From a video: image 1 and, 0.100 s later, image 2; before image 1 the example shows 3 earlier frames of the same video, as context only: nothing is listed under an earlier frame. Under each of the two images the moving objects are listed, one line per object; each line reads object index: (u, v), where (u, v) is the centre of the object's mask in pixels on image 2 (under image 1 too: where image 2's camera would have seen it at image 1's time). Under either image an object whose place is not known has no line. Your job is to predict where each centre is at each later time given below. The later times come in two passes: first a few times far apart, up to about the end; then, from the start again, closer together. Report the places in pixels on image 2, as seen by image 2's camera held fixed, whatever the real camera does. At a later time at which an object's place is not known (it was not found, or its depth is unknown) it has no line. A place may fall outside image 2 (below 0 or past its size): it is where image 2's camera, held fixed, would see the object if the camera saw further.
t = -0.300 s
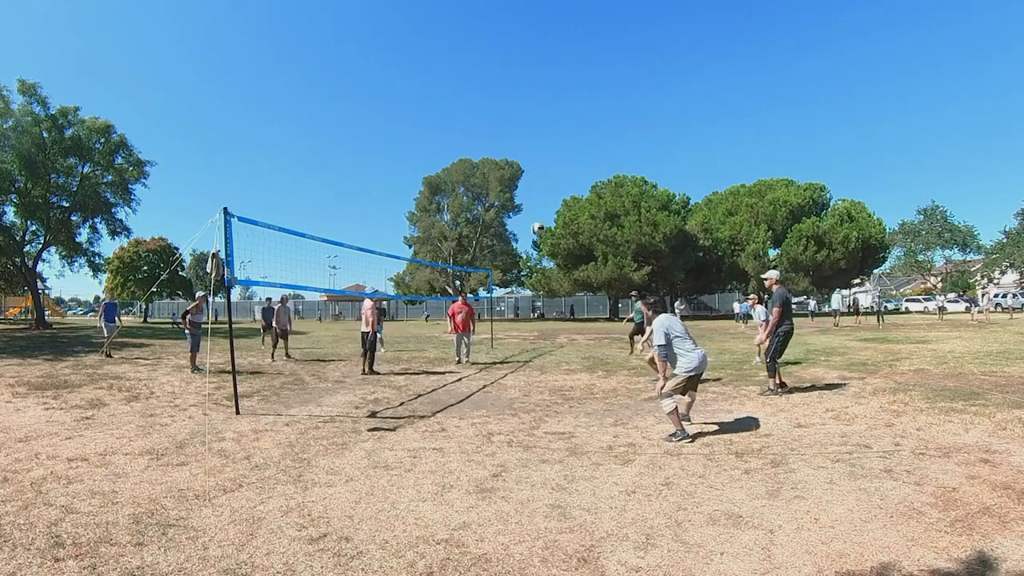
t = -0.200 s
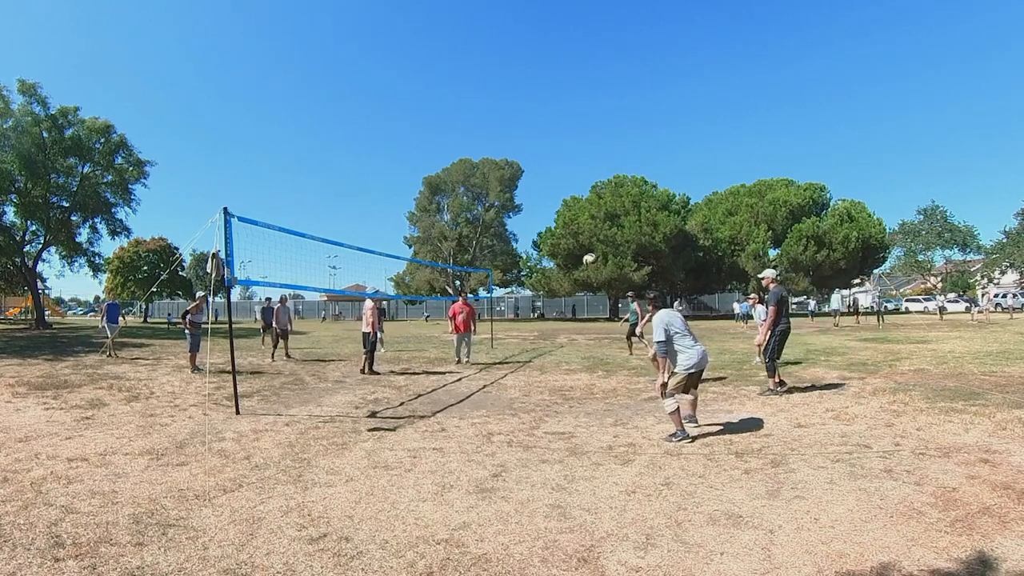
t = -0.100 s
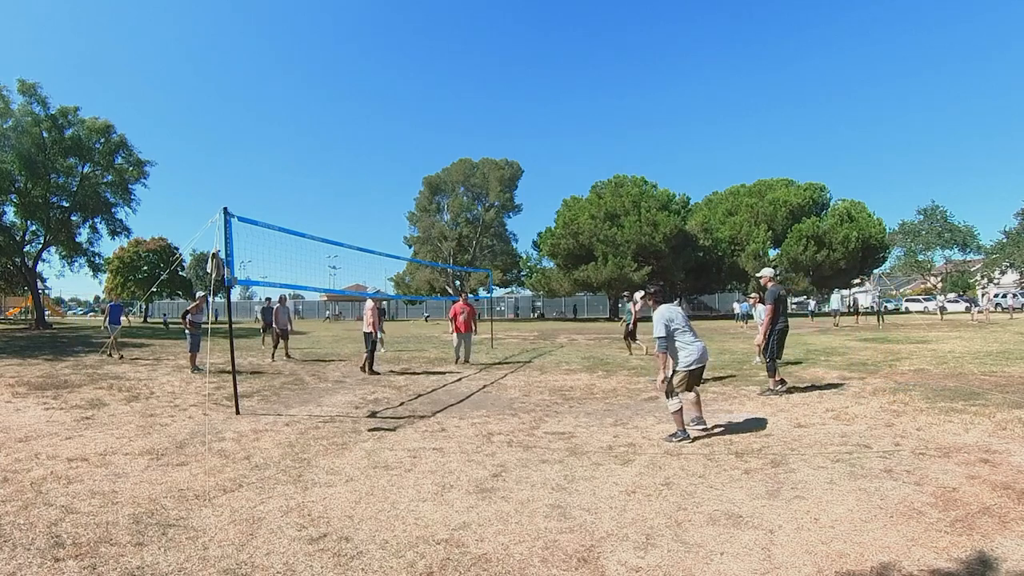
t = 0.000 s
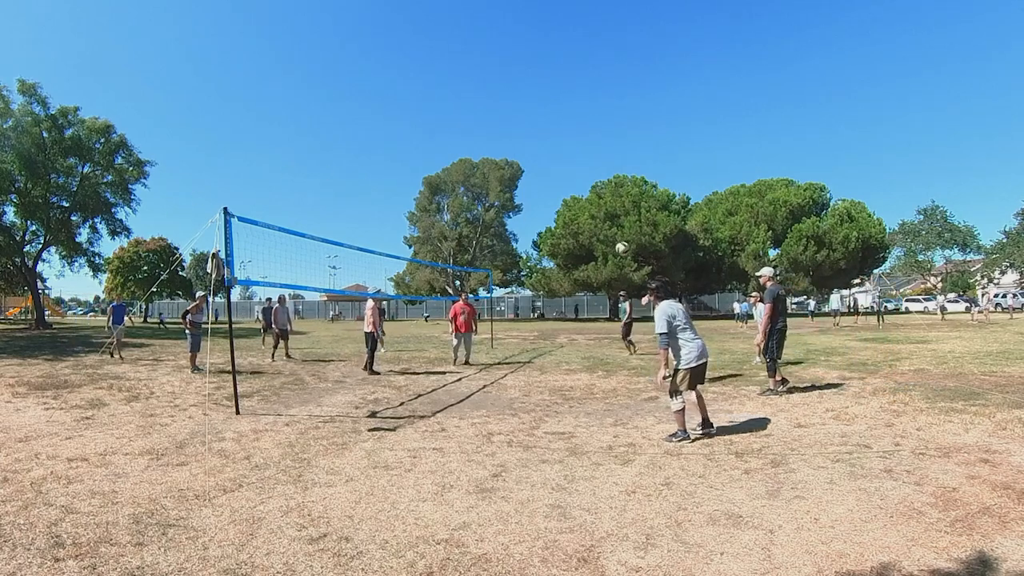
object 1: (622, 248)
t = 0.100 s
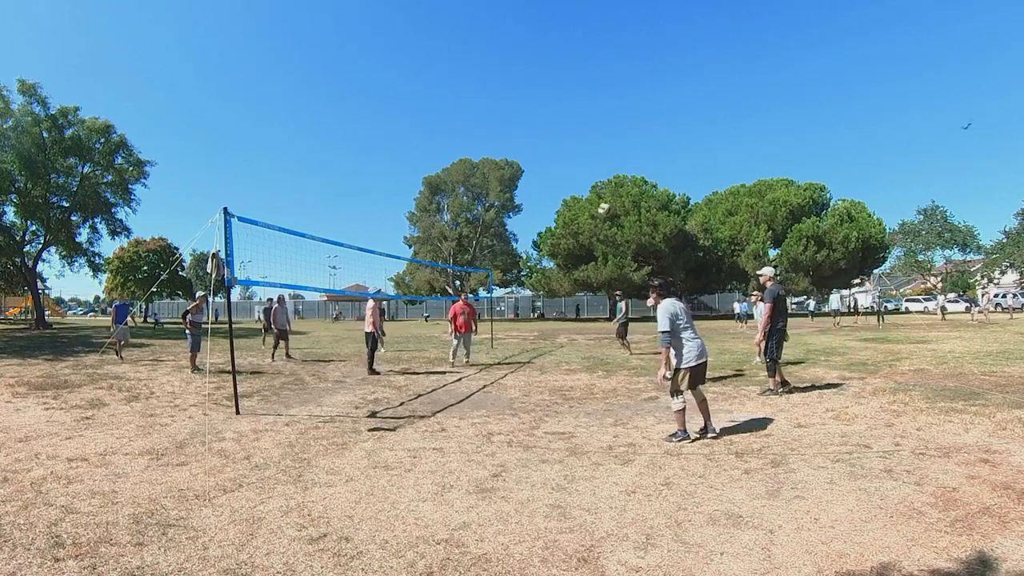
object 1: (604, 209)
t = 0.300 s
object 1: (572, 158)
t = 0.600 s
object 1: (534, 132)
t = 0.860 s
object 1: (506, 144)
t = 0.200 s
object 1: (588, 180)
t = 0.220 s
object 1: (585, 175)
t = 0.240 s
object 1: (581, 170)
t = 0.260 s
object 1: (578, 166)
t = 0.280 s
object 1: (575, 162)
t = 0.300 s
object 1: (572, 158)
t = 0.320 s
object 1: (569, 155)
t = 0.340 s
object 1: (566, 152)
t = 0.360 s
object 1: (564, 149)
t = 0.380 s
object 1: (561, 146)
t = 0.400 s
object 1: (558, 144)
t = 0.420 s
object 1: (556, 142)
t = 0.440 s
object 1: (553, 140)
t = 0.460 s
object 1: (550, 138)
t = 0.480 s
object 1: (547, 137)
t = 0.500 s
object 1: (545, 135)
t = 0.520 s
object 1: (543, 134)
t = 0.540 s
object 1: (540, 133)
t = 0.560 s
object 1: (538, 133)
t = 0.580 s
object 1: (536, 132)
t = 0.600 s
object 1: (534, 132)
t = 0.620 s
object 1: (531, 132)
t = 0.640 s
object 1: (529, 132)
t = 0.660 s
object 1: (527, 132)
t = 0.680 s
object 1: (524, 133)
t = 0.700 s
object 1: (522, 133)
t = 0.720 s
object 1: (520, 134)
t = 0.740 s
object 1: (518, 135)
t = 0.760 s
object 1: (516, 136)
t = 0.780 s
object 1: (514, 138)
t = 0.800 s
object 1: (512, 139)
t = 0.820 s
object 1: (510, 141)
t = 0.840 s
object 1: (508, 142)
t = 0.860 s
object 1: (506, 144)
